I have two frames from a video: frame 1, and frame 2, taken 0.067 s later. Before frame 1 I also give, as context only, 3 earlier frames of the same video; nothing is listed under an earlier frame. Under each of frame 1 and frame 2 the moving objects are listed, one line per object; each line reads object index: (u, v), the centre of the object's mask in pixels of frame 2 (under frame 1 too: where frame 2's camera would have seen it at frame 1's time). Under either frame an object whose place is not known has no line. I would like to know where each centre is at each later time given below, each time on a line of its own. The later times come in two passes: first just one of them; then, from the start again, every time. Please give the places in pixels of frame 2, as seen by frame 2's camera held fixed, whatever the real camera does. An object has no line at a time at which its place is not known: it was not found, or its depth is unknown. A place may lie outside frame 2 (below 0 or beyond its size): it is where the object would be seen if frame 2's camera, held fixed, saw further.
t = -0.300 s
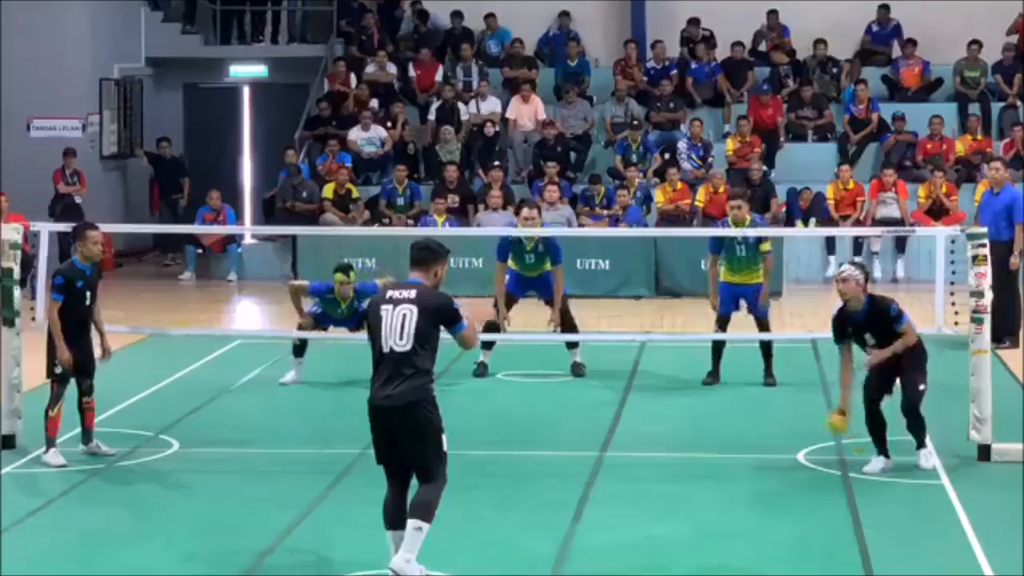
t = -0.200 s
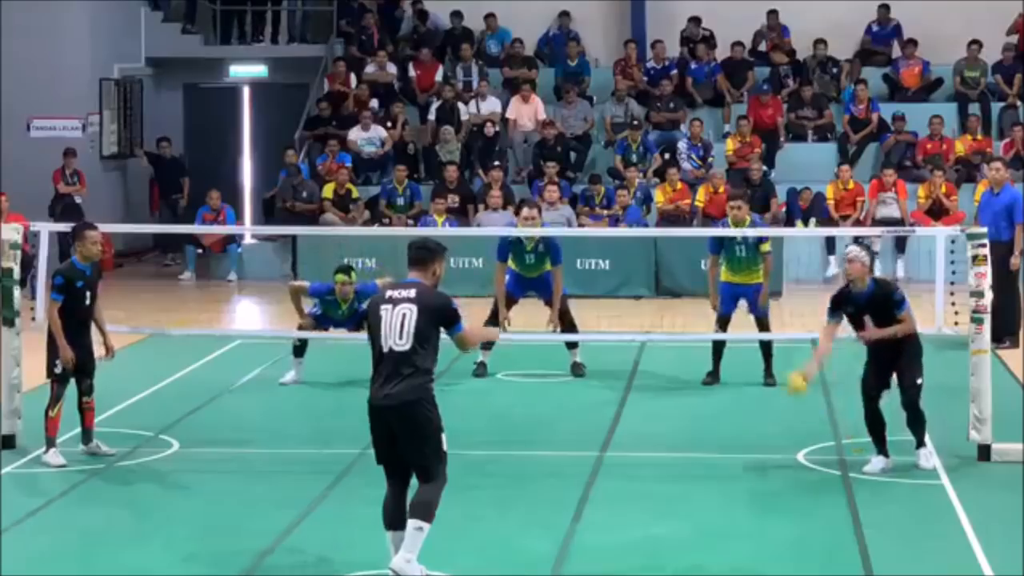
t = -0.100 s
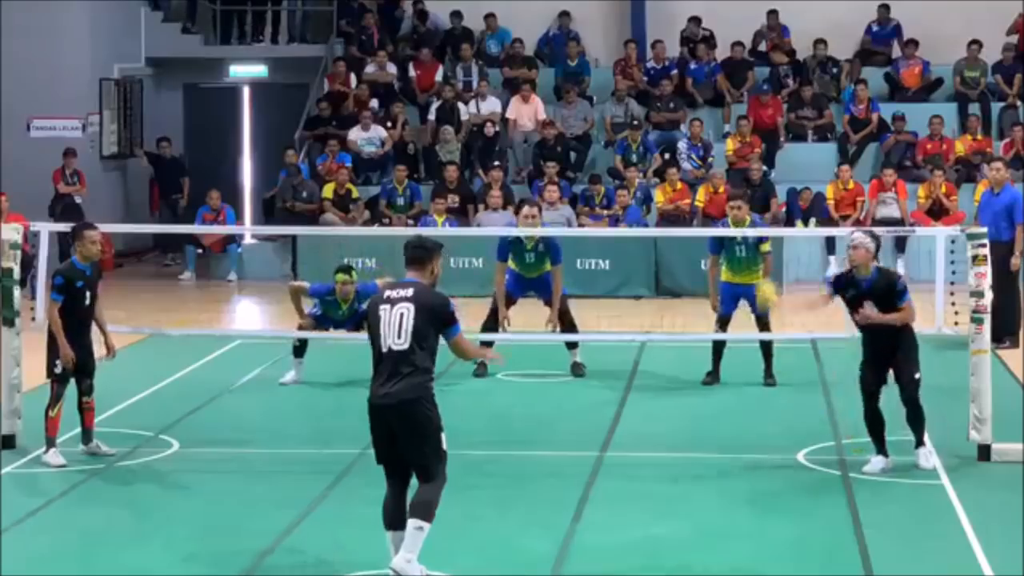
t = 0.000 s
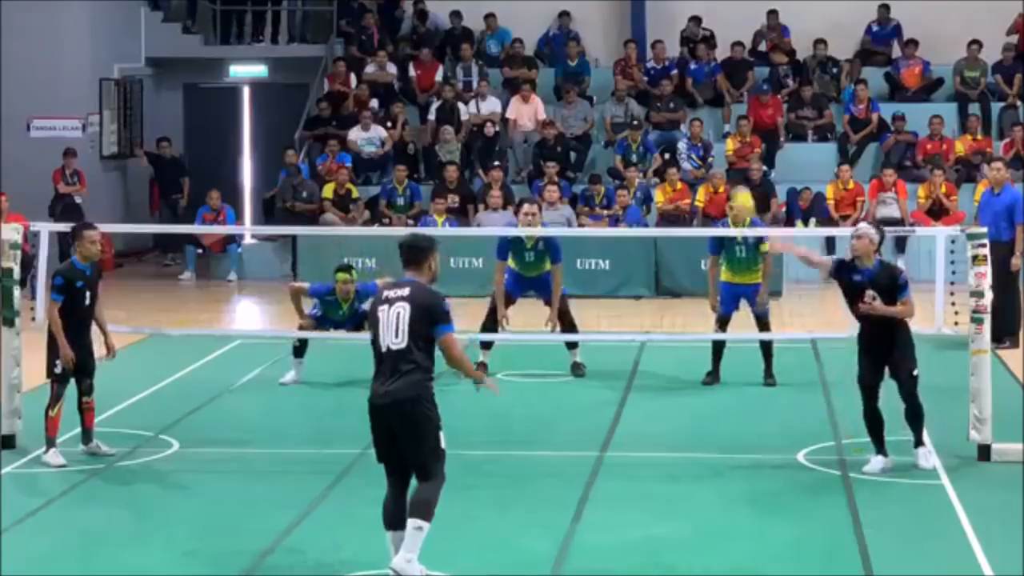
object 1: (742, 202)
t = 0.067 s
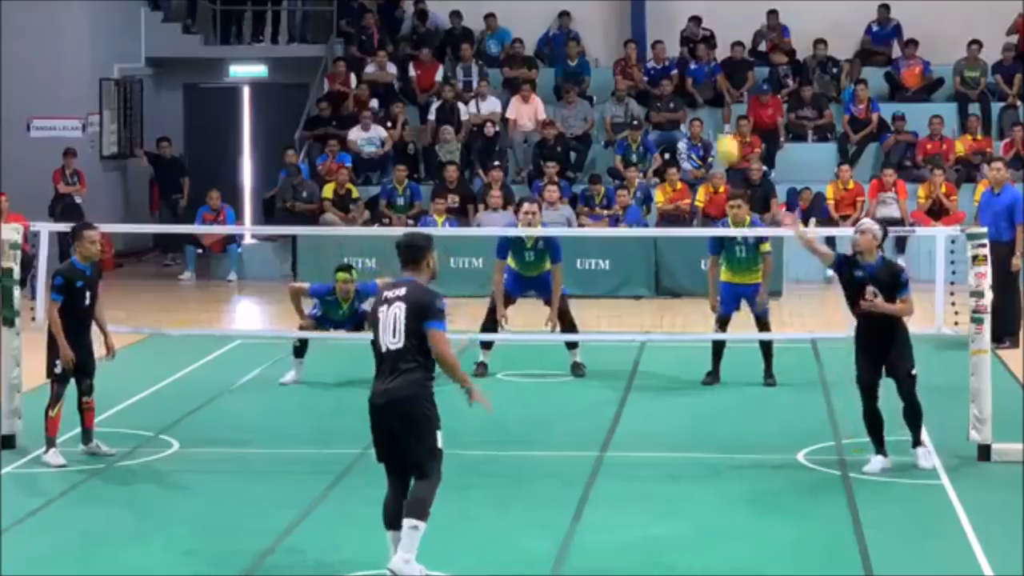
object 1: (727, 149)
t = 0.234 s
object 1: (687, 43)
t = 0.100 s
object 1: (719, 126)
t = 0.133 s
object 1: (711, 101)
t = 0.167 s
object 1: (703, 80)
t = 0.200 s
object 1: (696, 61)
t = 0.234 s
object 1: (687, 43)
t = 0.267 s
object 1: (678, 26)
